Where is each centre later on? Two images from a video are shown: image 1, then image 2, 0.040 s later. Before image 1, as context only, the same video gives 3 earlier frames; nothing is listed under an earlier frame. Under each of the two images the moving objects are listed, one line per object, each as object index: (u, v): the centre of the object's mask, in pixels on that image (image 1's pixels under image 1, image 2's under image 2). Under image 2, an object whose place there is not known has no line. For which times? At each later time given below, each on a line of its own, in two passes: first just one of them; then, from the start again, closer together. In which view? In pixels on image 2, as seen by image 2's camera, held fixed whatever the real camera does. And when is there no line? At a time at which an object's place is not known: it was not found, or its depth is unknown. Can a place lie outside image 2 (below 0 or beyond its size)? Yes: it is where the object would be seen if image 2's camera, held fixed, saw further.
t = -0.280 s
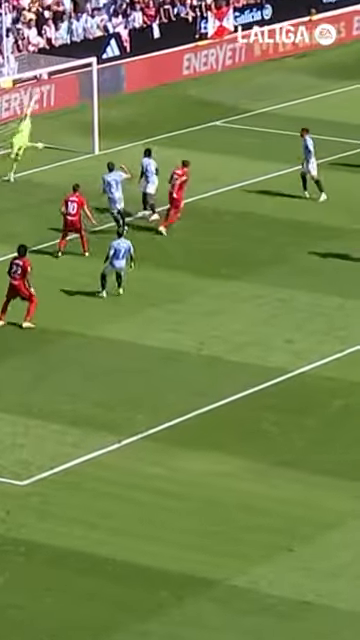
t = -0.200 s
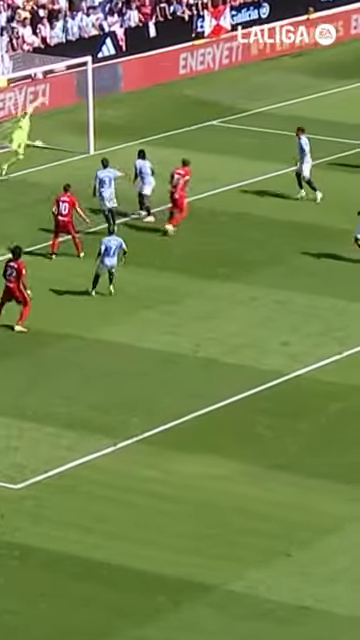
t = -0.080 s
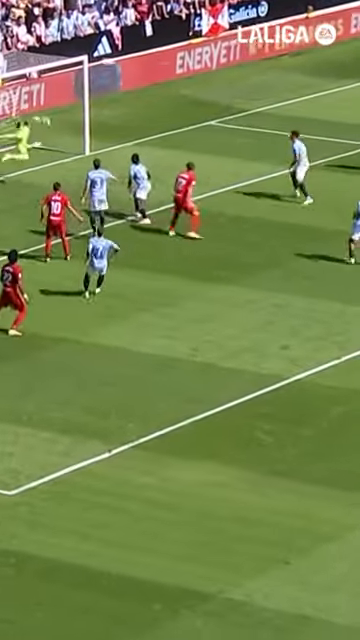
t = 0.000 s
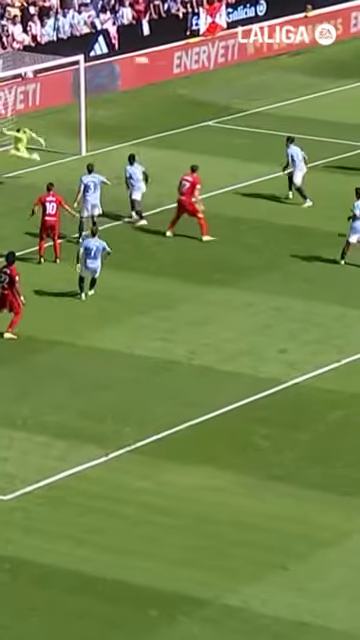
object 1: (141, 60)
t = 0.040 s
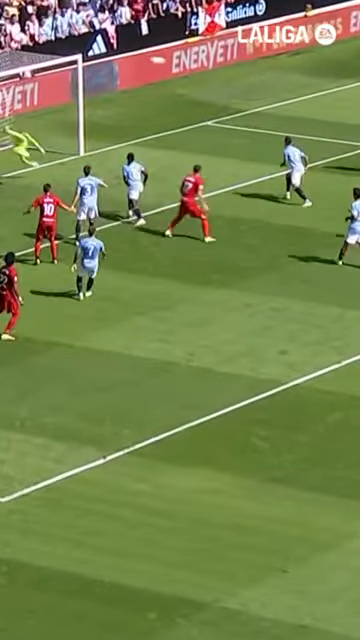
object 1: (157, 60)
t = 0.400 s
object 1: (316, 80)
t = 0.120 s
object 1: (192, 59)
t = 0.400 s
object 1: (316, 80)
